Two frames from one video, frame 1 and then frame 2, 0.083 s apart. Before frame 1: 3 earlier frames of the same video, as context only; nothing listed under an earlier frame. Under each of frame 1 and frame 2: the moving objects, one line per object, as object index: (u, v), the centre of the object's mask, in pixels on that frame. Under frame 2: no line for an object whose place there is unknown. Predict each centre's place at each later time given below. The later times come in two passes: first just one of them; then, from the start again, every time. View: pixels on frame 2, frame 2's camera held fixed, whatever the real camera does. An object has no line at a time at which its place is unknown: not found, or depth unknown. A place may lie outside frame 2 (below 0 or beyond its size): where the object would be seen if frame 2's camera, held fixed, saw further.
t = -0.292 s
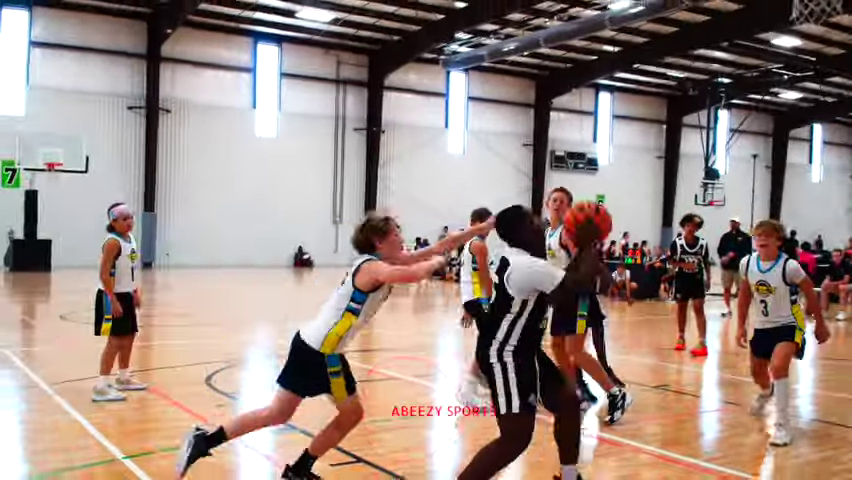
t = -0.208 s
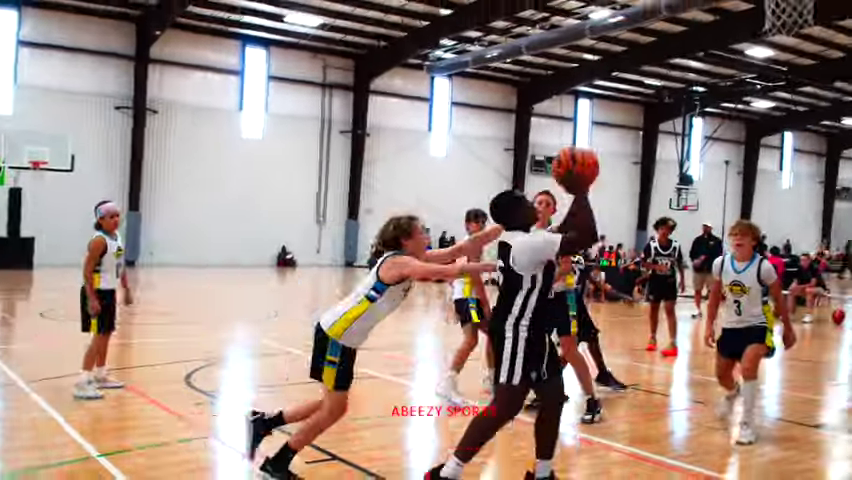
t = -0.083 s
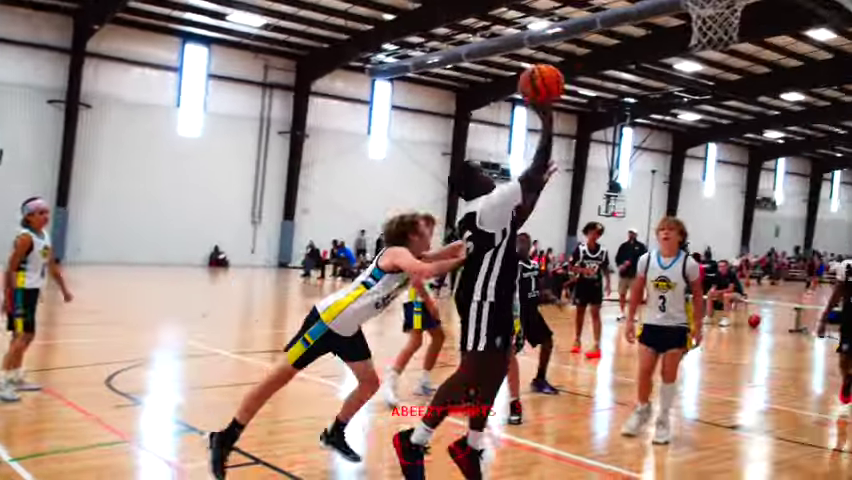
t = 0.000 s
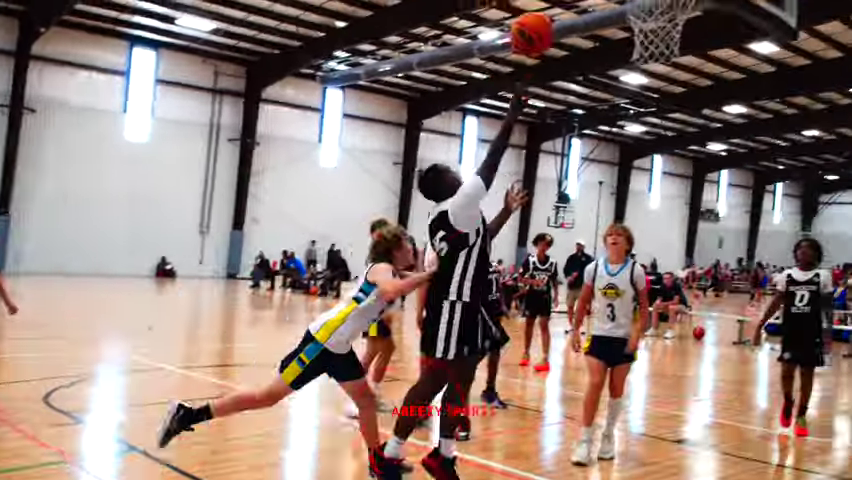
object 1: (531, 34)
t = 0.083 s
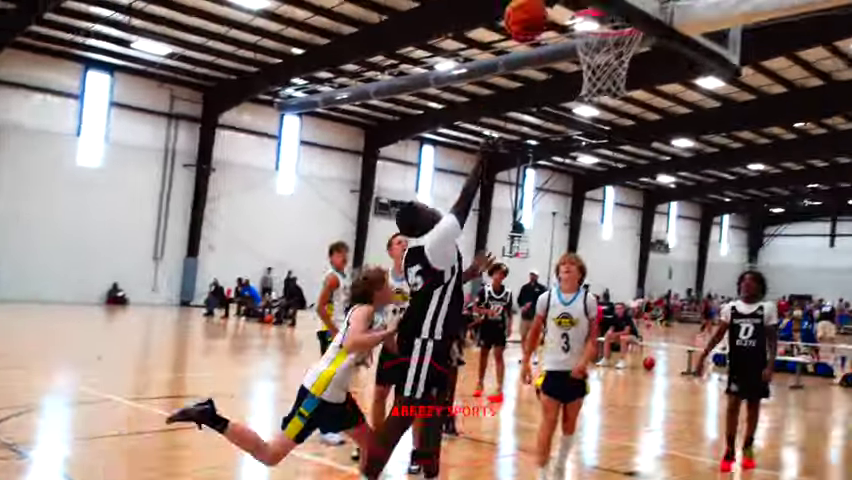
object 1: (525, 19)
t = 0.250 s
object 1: (612, -48)
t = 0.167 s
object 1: (559, -19)
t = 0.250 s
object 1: (612, -48)
